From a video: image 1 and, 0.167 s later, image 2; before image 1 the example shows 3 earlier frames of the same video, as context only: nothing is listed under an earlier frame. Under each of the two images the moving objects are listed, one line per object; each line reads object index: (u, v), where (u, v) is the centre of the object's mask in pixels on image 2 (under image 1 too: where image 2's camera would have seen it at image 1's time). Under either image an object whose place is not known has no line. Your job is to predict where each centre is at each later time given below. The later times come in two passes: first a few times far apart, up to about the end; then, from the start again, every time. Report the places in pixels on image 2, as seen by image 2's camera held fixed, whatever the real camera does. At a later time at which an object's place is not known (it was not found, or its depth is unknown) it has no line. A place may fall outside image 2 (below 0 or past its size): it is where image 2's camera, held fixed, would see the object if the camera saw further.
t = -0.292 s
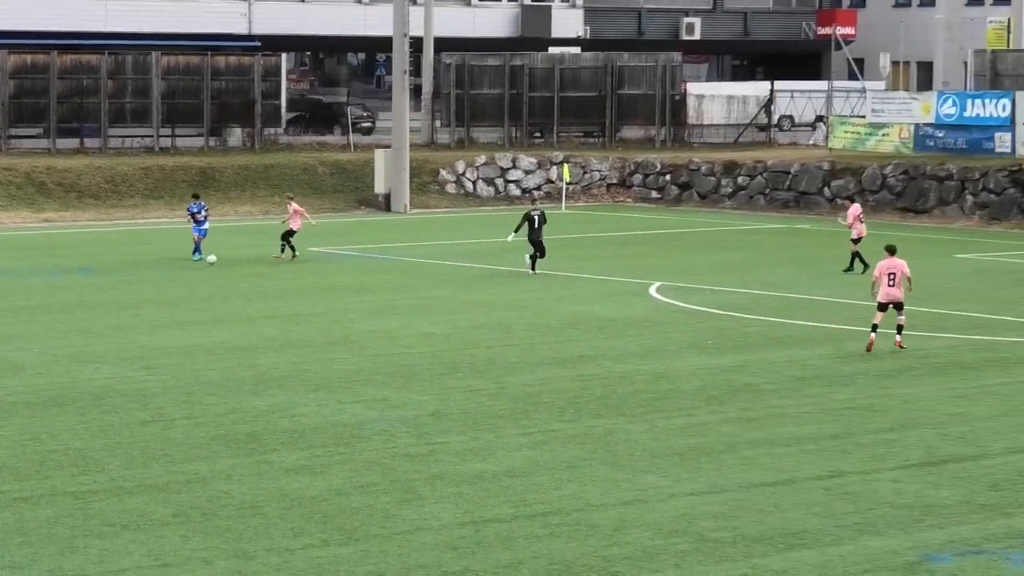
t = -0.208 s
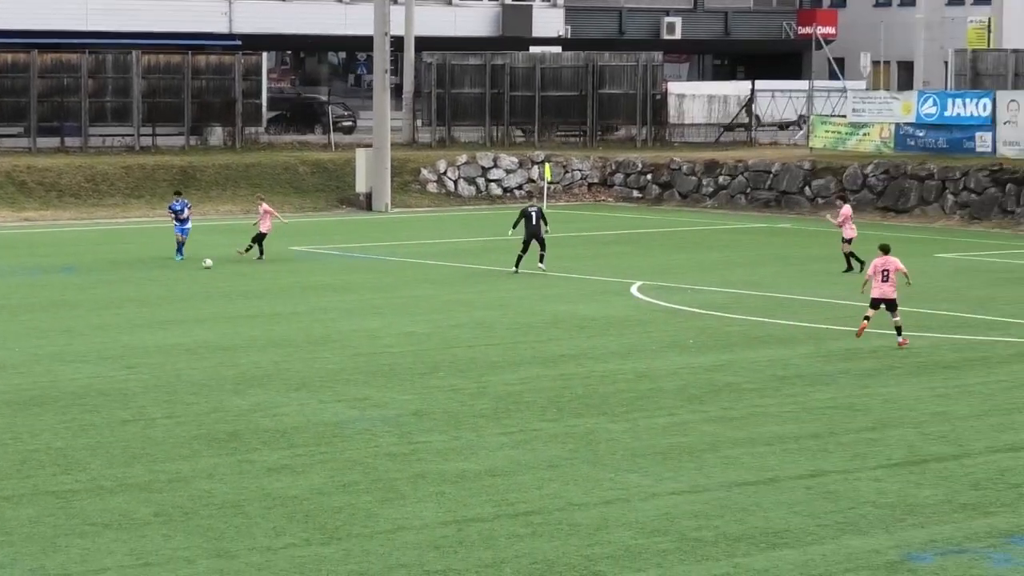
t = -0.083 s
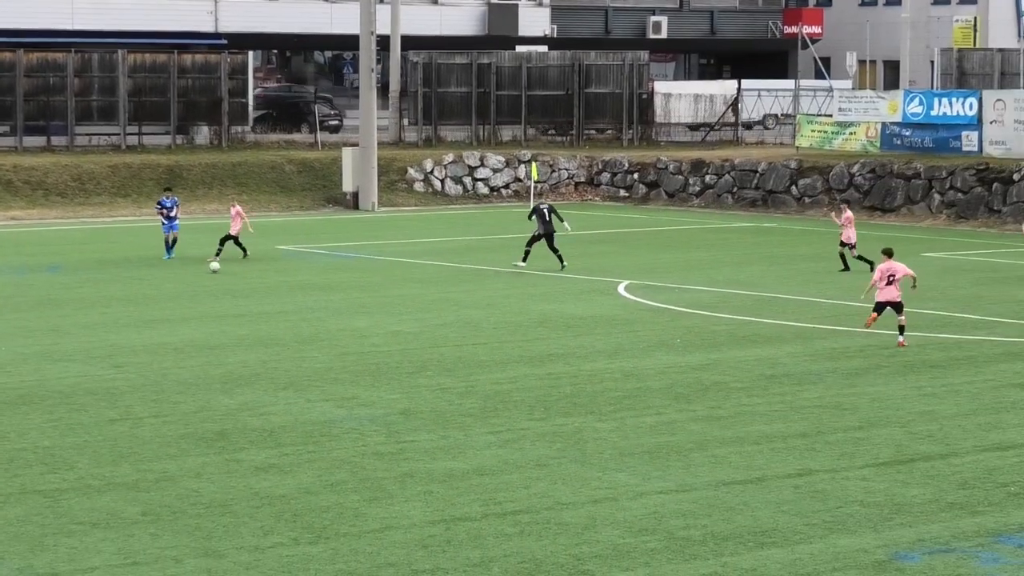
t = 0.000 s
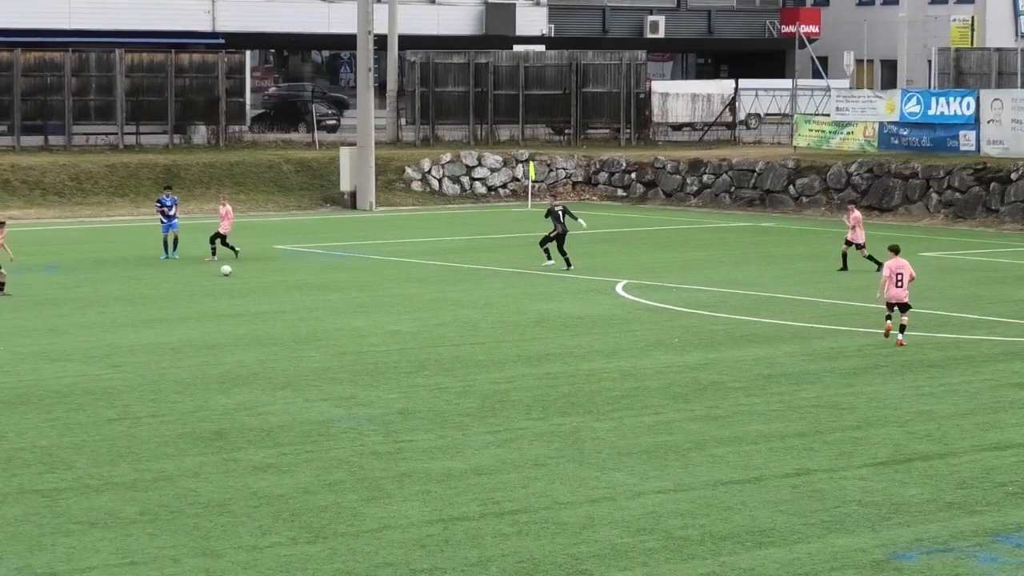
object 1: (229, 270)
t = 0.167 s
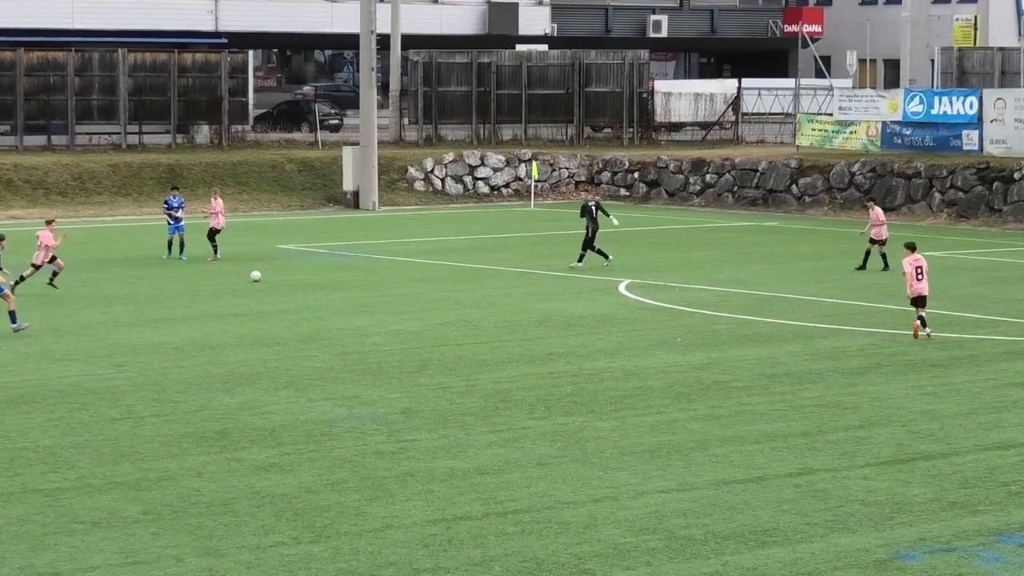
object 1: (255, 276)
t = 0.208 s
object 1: (264, 276)
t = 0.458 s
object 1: (299, 284)
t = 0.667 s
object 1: (326, 292)
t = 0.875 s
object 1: (355, 298)
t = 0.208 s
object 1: (264, 276)
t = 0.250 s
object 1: (271, 276)
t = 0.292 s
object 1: (276, 279)
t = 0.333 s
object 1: (282, 281)
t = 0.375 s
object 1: (289, 285)
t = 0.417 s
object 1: (293, 284)
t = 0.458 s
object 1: (299, 284)
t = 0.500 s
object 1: (304, 284)
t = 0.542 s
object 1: (310, 285)
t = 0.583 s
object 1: (315, 288)
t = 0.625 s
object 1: (321, 291)
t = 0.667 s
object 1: (326, 292)
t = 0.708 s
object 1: (334, 292)
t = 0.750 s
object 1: (339, 294)
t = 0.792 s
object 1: (344, 296)
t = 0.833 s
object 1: (350, 298)
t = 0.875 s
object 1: (355, 298)
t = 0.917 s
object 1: (360, 298)
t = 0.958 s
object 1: (366, 299)
